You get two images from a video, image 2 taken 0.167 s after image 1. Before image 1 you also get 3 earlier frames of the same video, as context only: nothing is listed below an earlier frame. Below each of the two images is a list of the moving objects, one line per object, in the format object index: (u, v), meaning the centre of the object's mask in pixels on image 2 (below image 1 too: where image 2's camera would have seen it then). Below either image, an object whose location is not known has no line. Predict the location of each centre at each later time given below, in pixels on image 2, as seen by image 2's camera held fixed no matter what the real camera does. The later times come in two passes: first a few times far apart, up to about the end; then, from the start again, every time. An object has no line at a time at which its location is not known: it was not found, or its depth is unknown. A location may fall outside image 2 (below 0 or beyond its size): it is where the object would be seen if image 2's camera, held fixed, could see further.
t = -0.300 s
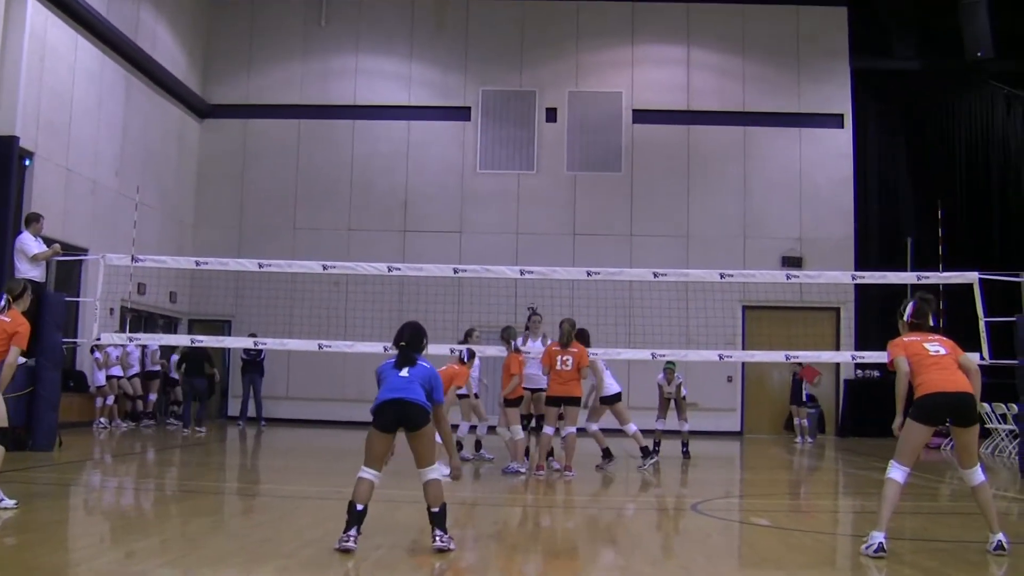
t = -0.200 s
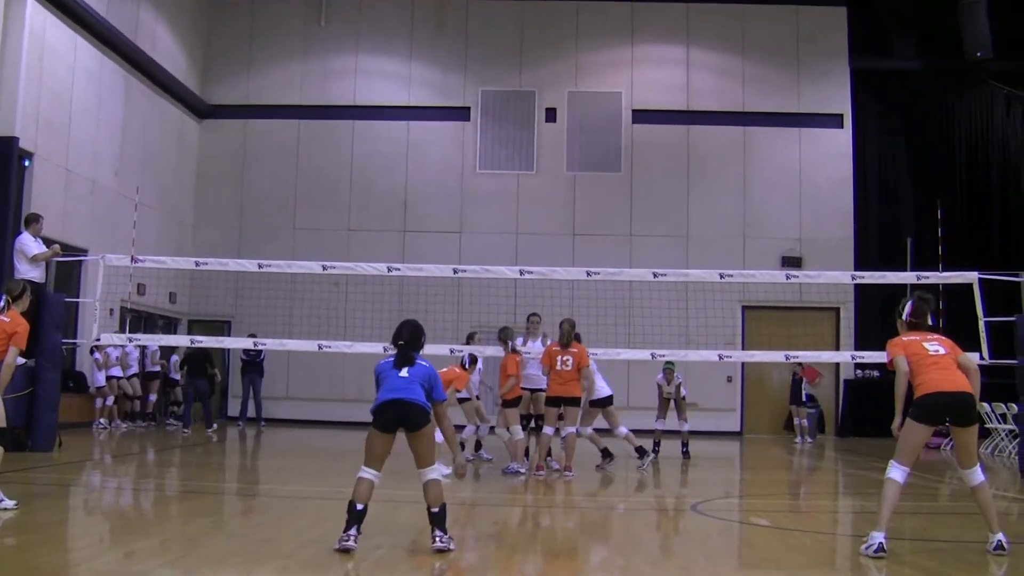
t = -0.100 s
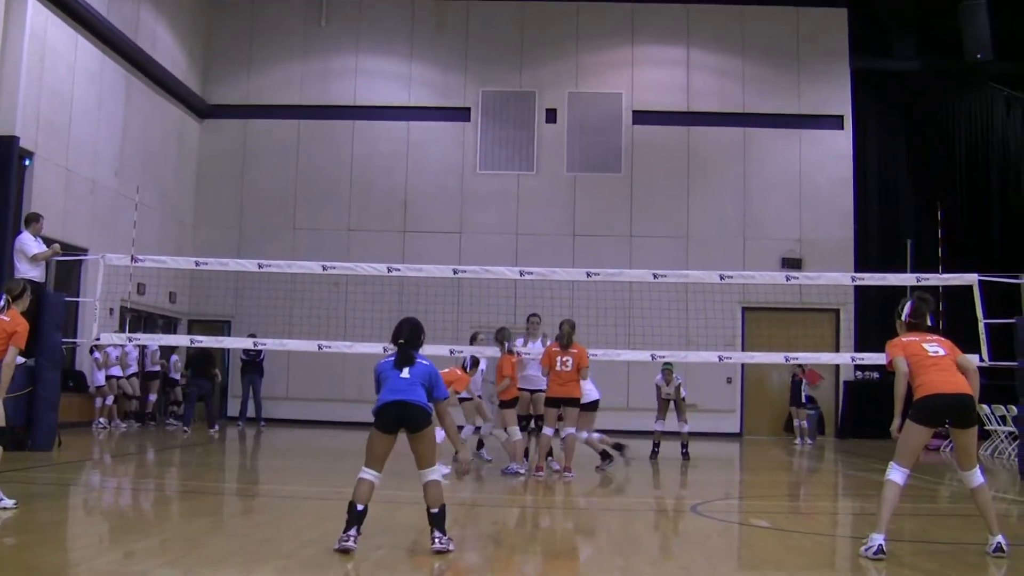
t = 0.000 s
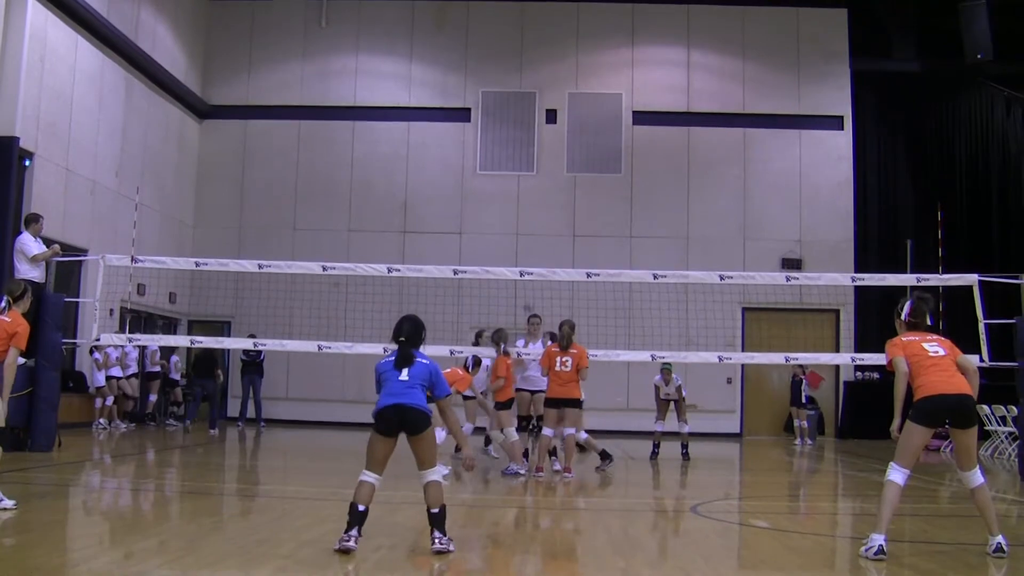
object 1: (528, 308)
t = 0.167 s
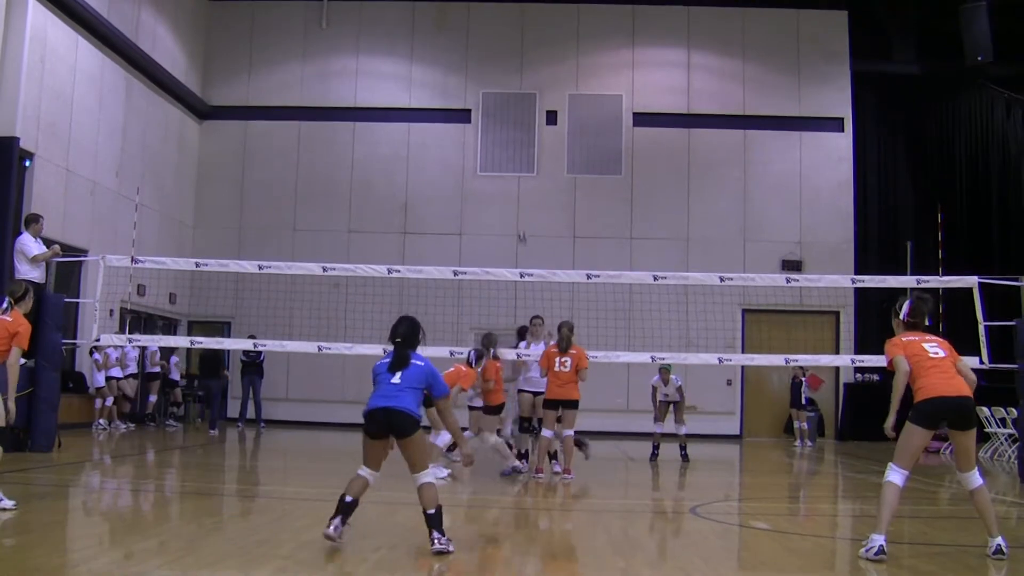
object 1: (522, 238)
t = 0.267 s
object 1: (519, 198)
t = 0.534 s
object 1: (512, 110)
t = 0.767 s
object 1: (504, 55)
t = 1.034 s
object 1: (488, 27)
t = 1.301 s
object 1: (470, 60)
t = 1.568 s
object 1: (447, 206)
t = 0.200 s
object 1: (521, 224)
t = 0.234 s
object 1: (520, 212)
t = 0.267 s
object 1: (519, 198)
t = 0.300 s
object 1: (518, 185)
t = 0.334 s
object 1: (517, 173)
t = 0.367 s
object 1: (517, 161)
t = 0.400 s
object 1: (516, 150)
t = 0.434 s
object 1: (515, 139)
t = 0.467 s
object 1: (515, 129)
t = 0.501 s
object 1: (513, 118)
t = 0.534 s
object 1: (512, 110)
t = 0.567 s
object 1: (512, 100)
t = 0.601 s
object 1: (511, 92)
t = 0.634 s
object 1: (510, 84)
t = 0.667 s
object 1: (508, 76)
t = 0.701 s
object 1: (507, 69)
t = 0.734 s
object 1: (506, 62)
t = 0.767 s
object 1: (504, 55)
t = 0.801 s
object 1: (503, 48)
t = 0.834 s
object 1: (501, 43)
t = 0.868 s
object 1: (499, 39)
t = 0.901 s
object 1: (497, 35)
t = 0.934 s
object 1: (495, 31)
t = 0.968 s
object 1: (493, 29)
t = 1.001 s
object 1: (491, 28)
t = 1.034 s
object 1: (488, 27)
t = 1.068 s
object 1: (486, 27)
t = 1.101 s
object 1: (483, 28)
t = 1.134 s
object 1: (482, 30)
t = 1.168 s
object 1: (479, 34)
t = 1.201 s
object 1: (477, 38)
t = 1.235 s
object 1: (475, 44)
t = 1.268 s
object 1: (473, 52)
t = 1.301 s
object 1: (470, 60)
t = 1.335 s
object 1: (468, 72)
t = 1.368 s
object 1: (465, 85)
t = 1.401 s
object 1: (462, 100)
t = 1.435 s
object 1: (460, 115)
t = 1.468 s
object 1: (457, 134)
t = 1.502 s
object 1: (454, 155)
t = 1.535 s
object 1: (451, 179)
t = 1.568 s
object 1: (447, 206)
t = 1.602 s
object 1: (444, 235)
